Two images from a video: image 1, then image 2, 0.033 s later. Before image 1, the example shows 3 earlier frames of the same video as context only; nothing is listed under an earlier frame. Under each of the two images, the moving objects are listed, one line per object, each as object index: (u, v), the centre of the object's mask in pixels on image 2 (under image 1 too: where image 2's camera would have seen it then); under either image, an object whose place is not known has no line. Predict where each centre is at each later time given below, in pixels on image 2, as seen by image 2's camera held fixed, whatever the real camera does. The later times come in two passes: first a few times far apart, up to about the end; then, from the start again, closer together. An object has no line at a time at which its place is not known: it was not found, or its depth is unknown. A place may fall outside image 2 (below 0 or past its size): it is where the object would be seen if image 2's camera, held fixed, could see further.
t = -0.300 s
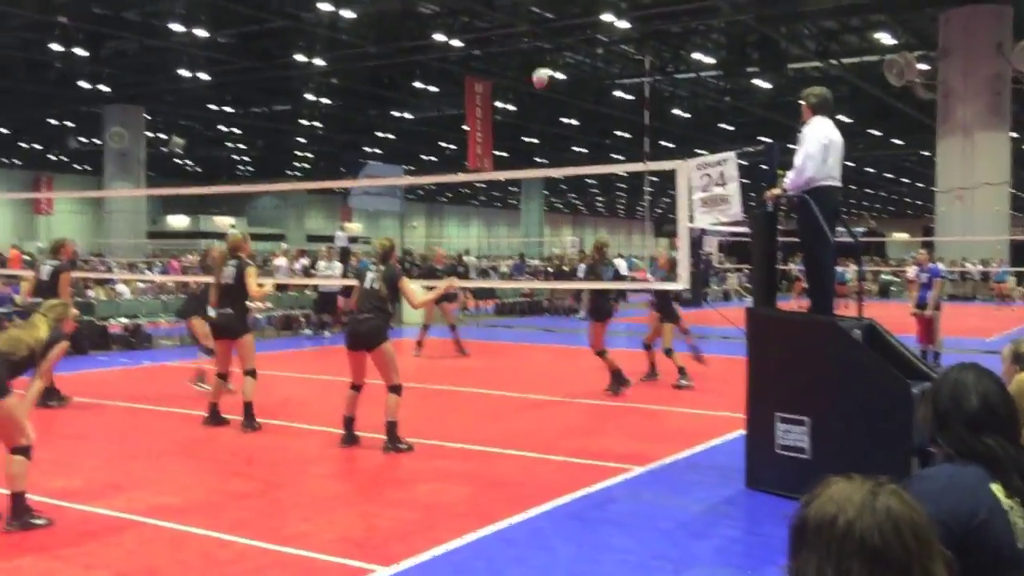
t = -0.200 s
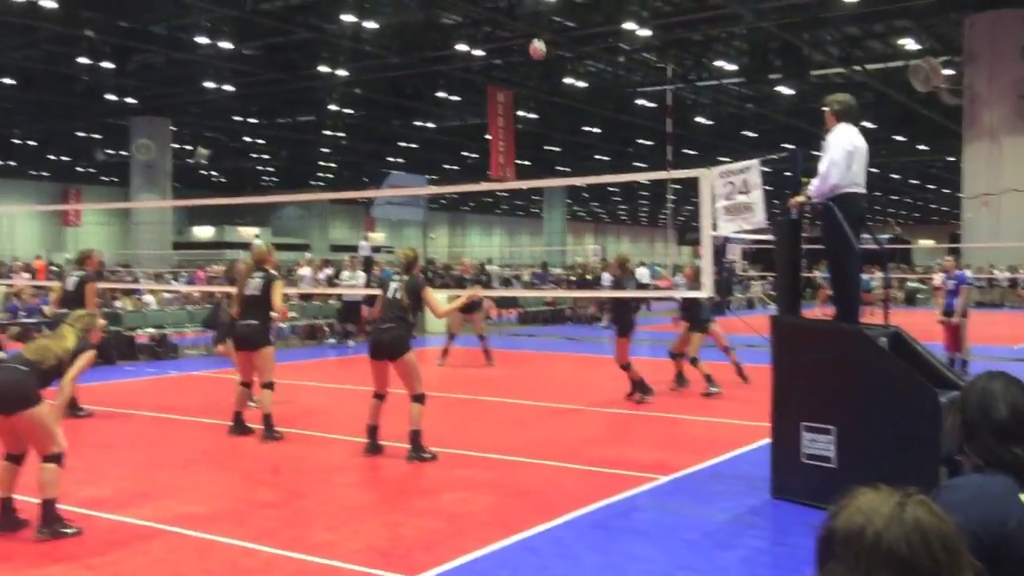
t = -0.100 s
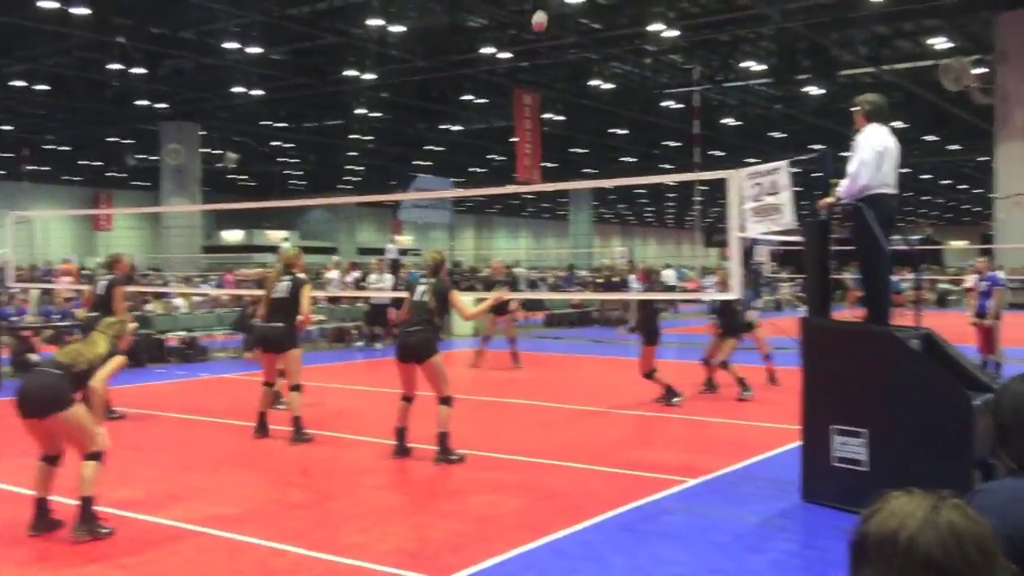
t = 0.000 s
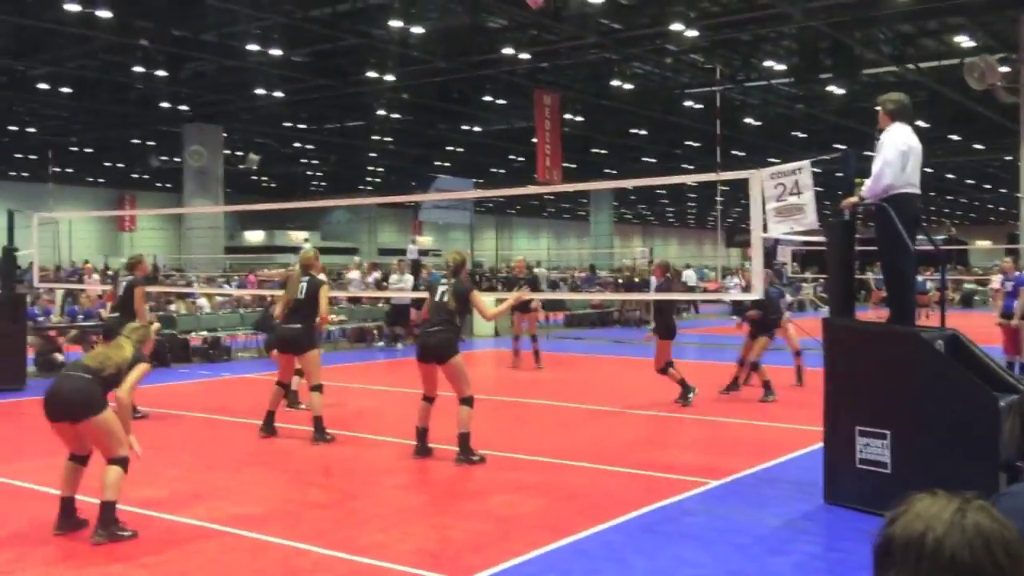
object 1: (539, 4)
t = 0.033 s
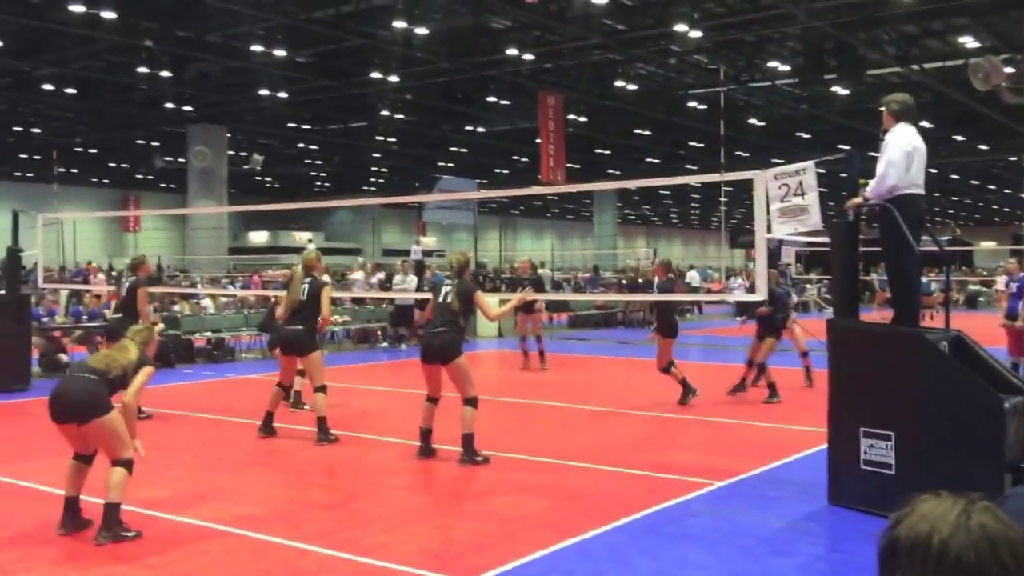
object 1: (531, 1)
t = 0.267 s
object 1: (472, -22)
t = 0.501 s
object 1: (412, 1)
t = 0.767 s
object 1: (345, 83)
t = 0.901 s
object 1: (311, 145)
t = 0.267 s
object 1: (472, -22)
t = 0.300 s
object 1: (463, -24)
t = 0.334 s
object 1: (453, -24)
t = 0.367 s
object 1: (445, -20)
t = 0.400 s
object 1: (438, -16)
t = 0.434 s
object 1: (429, -11)
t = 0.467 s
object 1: (421, -6)
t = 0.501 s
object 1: (412, 1)
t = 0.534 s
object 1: (404, 9)
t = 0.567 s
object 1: (395, 14)
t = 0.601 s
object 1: (386, 25)
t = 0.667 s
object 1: (370, 45)
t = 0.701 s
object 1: (361, 58)
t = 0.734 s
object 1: (353, 70)
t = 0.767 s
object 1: (345, 83)
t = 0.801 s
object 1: (337, 98)
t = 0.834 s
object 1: (328, 113)
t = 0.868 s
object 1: (320, 128)
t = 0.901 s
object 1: (311, 145)
